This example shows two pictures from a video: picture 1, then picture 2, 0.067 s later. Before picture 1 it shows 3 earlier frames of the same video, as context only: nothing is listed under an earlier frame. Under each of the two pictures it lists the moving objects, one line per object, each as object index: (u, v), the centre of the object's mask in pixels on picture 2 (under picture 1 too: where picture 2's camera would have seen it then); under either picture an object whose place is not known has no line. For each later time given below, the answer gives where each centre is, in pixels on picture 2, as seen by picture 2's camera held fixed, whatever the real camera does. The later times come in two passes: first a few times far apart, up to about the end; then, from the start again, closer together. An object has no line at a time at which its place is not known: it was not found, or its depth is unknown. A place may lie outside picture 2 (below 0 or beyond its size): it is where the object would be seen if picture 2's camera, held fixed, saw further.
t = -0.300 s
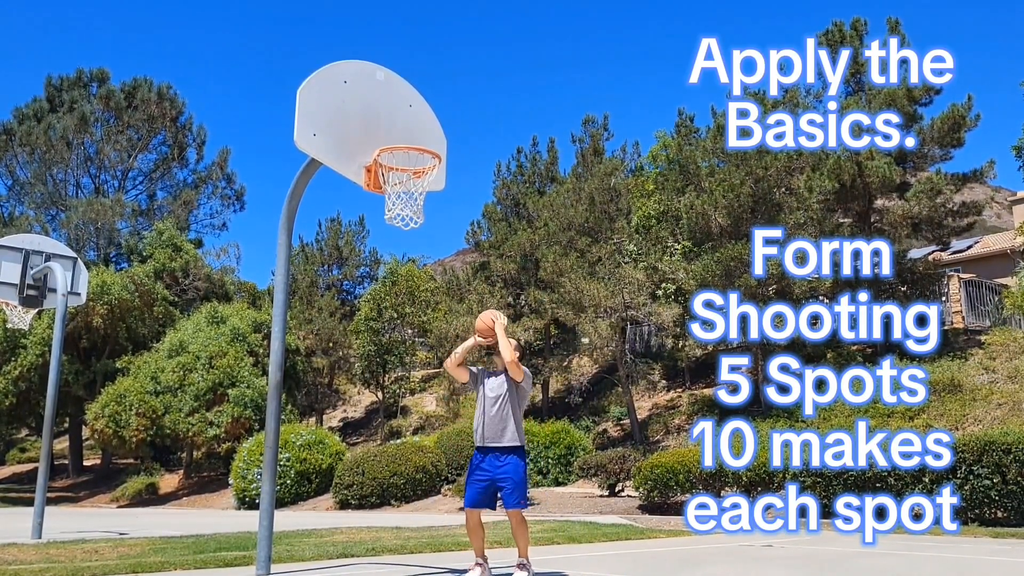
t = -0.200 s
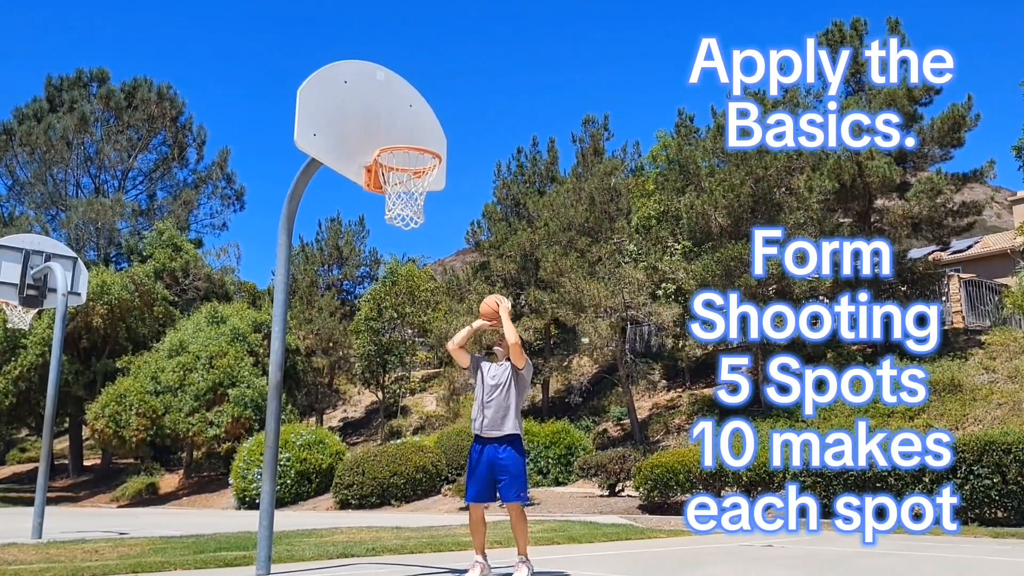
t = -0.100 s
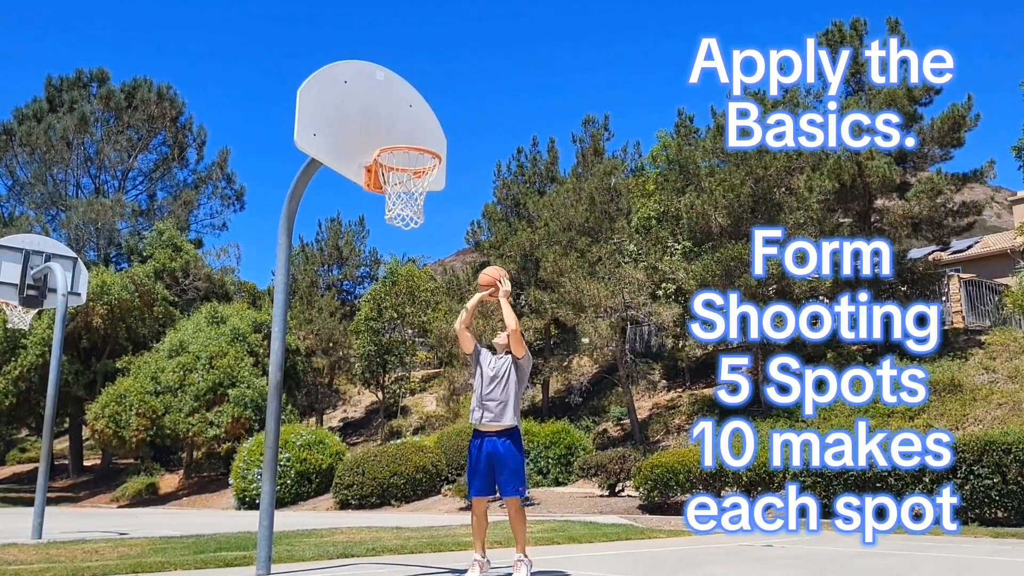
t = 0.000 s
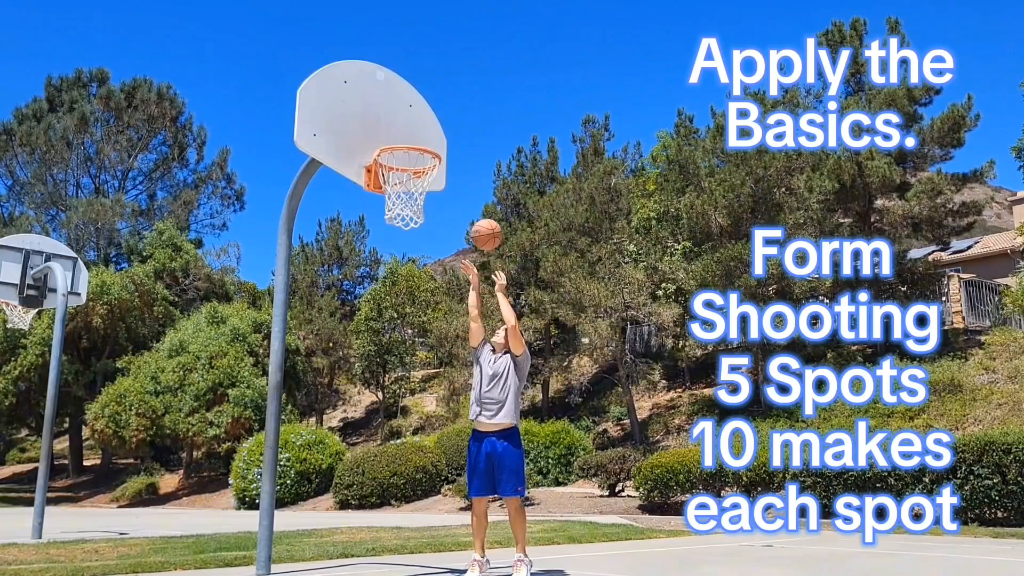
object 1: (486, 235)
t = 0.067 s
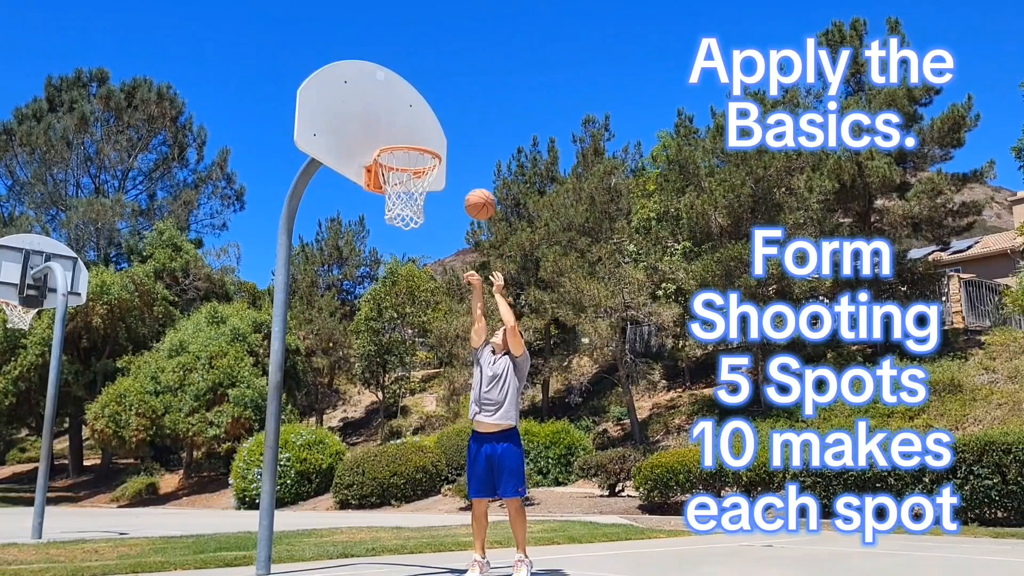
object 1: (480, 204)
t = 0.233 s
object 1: (462, 153)
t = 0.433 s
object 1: (440, 133)
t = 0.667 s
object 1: (413, 170)
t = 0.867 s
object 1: (392, 249)
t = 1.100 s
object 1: (375, 401)
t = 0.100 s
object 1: (476, 191)
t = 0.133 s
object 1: (473, 179)
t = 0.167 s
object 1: (469, 169)
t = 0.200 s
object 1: (466, 160)
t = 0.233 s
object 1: (462, 153)
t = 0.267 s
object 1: (459, 146)
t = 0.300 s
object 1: (455, 141)
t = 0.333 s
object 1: (451, 137)
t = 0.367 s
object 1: (448, 134)
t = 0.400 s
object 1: (444, 133)
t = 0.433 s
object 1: (440, 133)
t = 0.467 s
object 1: (436, 134)
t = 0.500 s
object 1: (432, 136)
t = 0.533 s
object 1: (429, 138)
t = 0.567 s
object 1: (424, 145)
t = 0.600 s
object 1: (420, 154)
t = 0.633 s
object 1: (415, 164)
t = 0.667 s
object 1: (413, 170)
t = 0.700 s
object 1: (407, 182)
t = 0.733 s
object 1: (403, 194)
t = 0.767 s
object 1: (399, 209)
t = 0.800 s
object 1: (397, 224)
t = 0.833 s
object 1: (394, 235)
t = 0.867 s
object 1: (392, 249)
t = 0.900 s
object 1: (390, 265)
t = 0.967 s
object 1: (385, 303)
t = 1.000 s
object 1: (382, 324)
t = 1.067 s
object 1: (377, 374)
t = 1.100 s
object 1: (375, 401)
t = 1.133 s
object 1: (372, 432)
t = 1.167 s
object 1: (368, 464)
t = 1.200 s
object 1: (365, 498)
